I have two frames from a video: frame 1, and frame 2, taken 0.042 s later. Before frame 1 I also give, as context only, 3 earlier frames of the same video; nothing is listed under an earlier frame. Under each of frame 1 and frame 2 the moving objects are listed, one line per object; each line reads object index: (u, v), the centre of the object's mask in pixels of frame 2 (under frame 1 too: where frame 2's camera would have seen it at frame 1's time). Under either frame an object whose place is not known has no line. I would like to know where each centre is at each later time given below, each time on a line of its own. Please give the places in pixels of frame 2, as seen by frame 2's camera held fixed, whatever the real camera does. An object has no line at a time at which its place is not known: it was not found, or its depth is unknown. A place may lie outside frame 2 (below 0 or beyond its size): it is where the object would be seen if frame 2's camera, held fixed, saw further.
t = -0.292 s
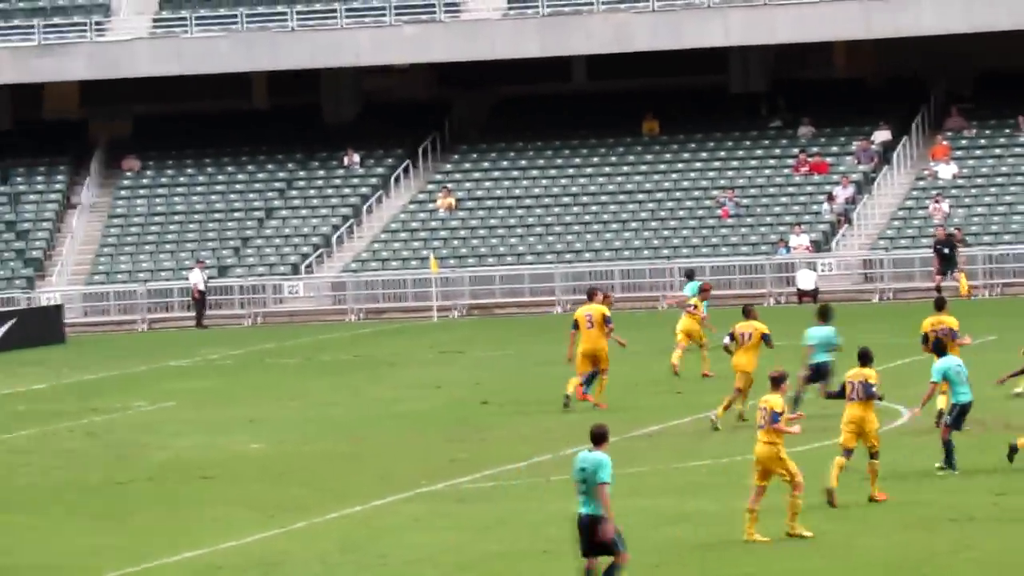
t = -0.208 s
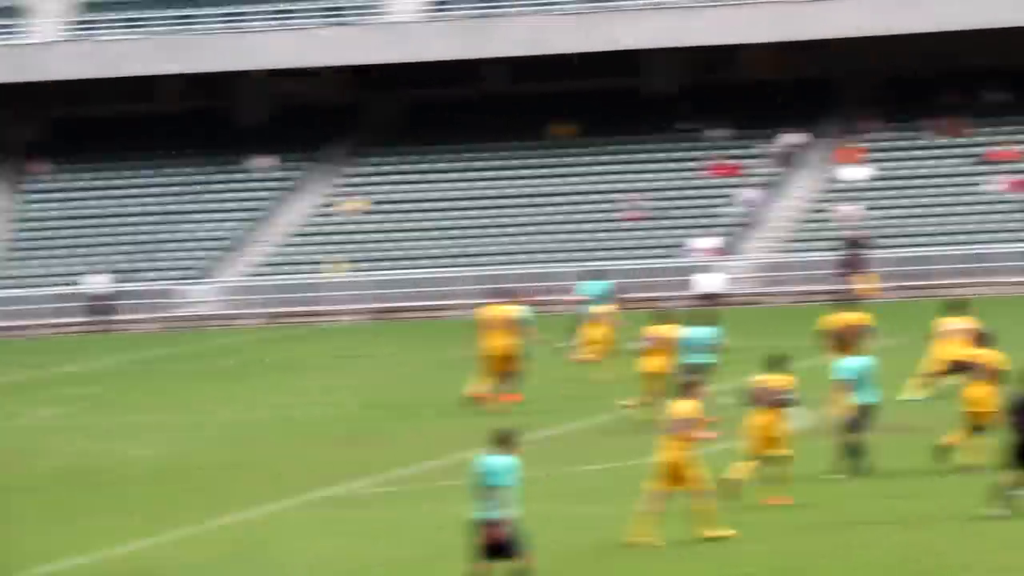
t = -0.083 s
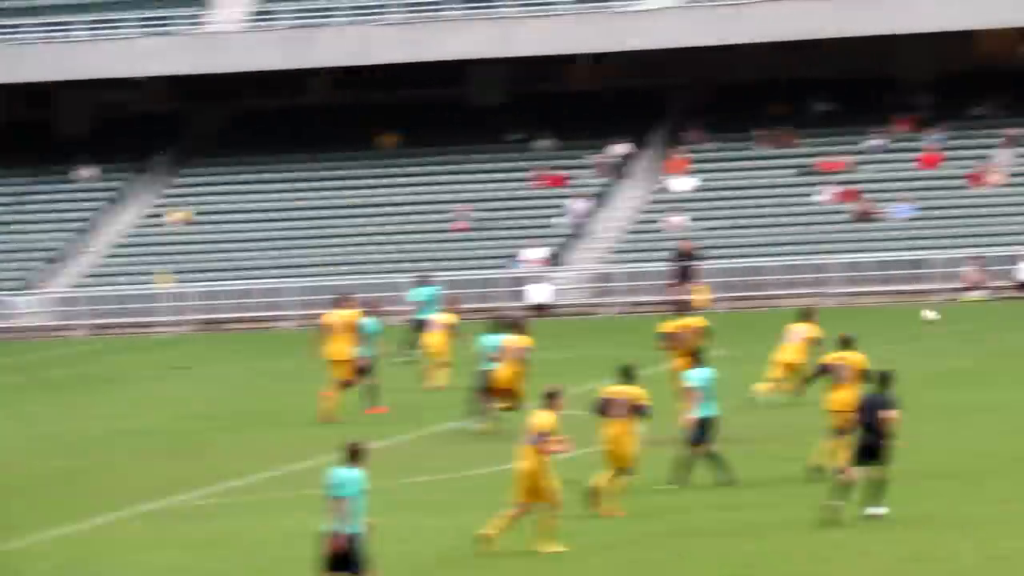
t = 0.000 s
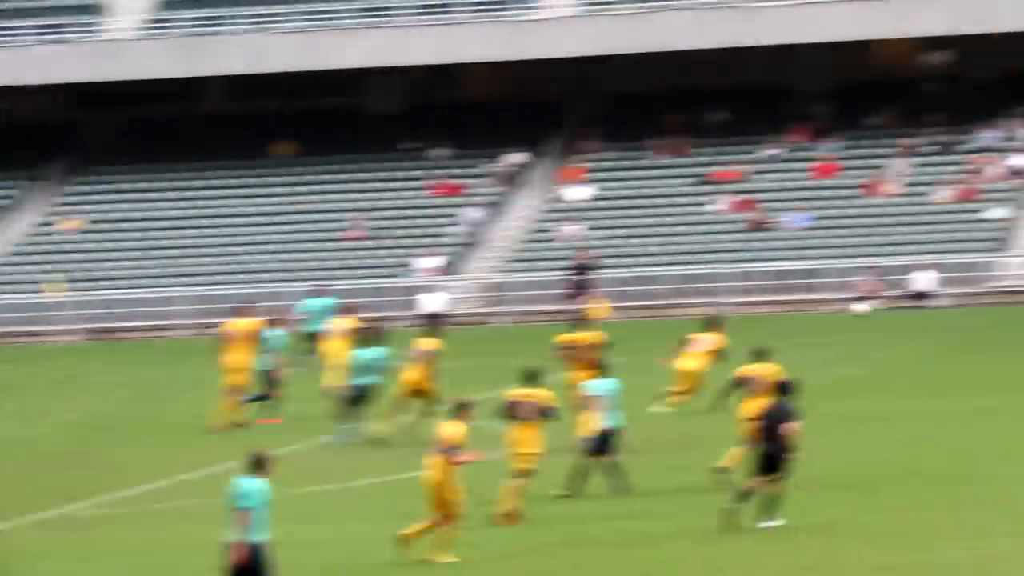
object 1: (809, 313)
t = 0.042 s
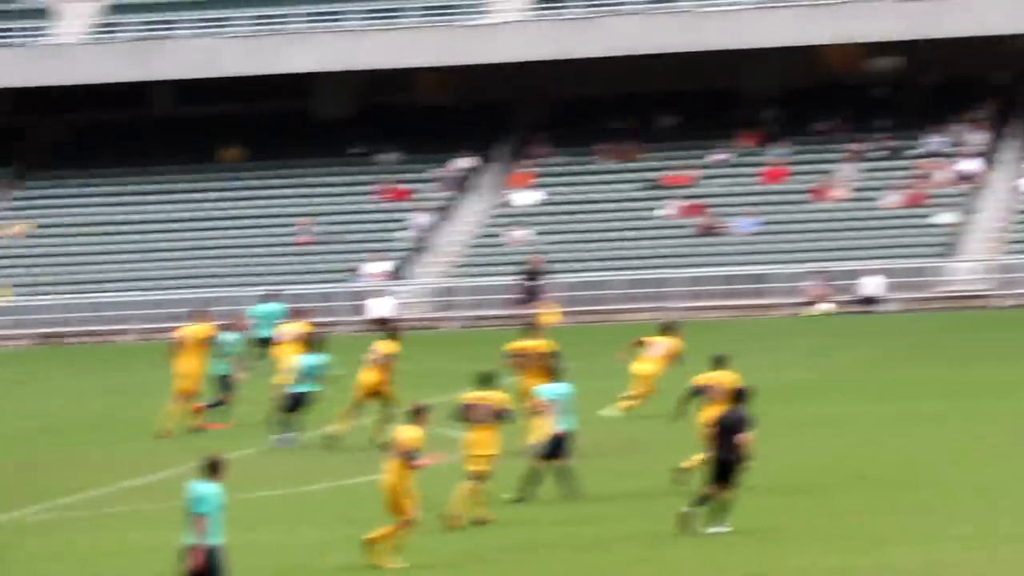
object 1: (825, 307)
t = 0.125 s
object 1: (861, 299)
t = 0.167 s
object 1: (882, 296)
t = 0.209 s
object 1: (897, 294)
